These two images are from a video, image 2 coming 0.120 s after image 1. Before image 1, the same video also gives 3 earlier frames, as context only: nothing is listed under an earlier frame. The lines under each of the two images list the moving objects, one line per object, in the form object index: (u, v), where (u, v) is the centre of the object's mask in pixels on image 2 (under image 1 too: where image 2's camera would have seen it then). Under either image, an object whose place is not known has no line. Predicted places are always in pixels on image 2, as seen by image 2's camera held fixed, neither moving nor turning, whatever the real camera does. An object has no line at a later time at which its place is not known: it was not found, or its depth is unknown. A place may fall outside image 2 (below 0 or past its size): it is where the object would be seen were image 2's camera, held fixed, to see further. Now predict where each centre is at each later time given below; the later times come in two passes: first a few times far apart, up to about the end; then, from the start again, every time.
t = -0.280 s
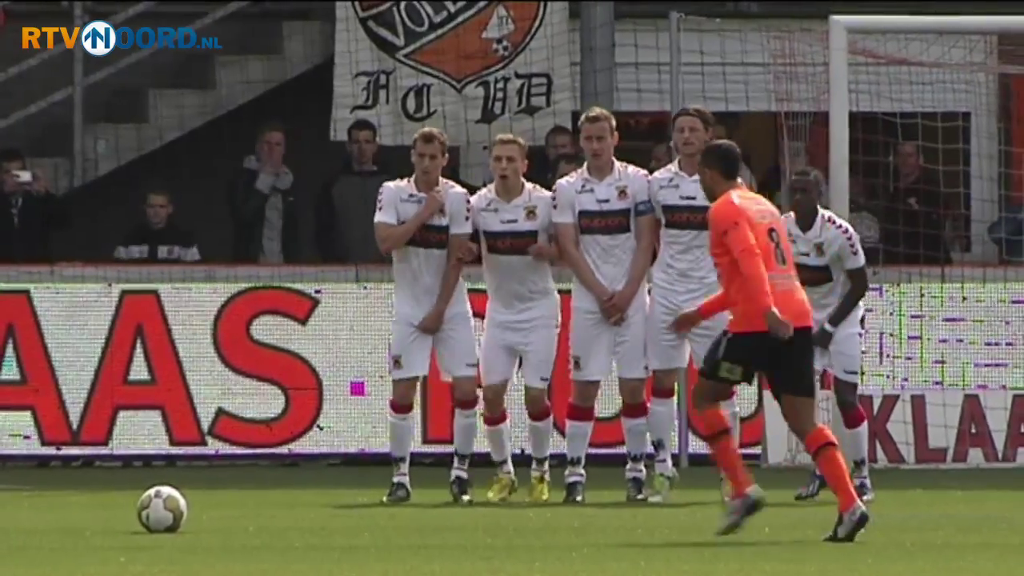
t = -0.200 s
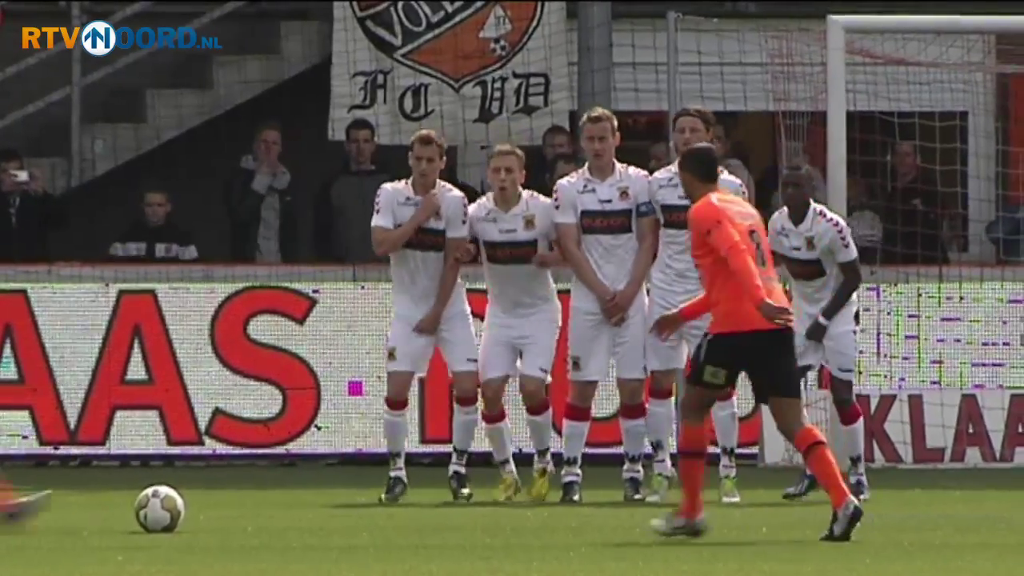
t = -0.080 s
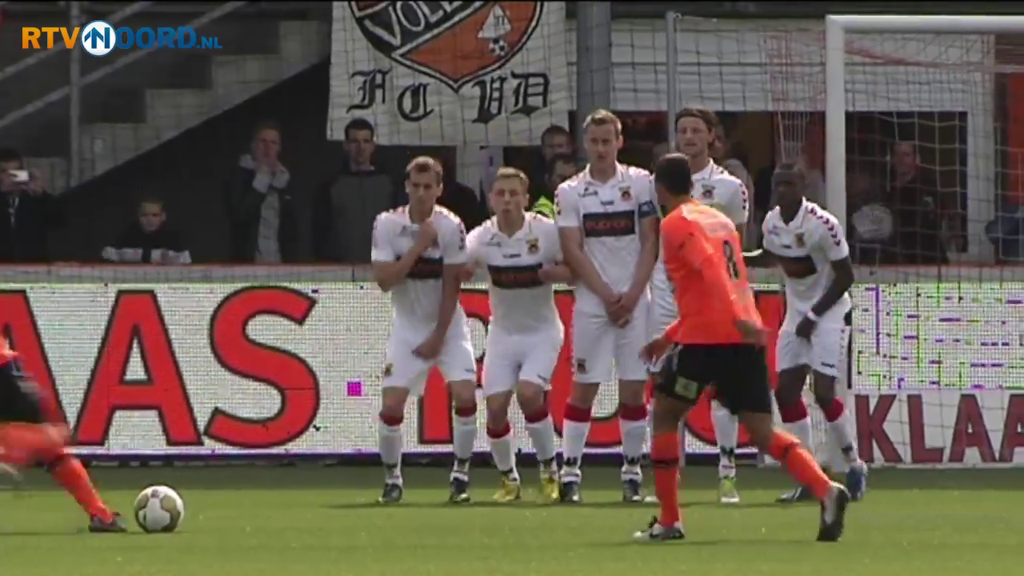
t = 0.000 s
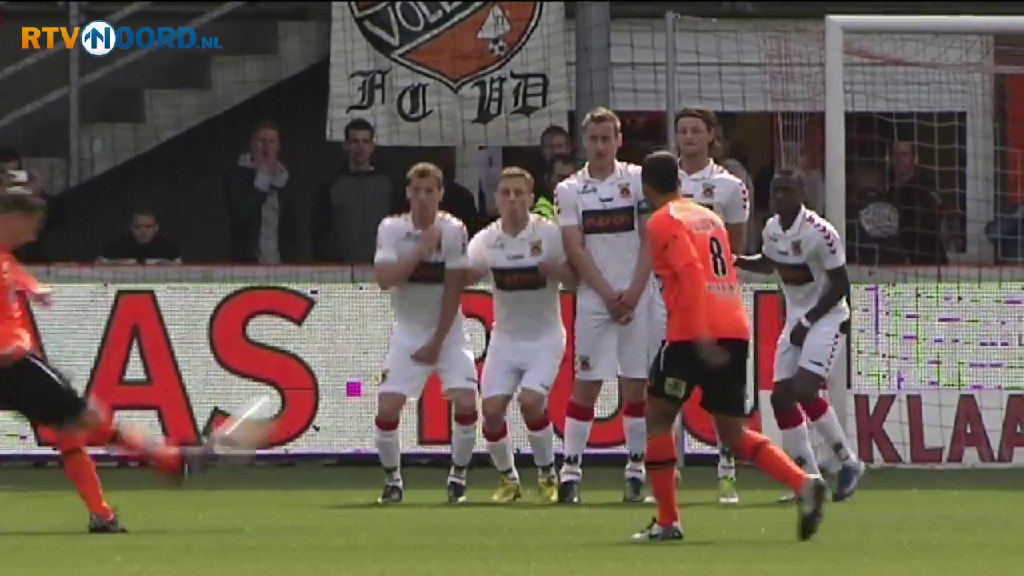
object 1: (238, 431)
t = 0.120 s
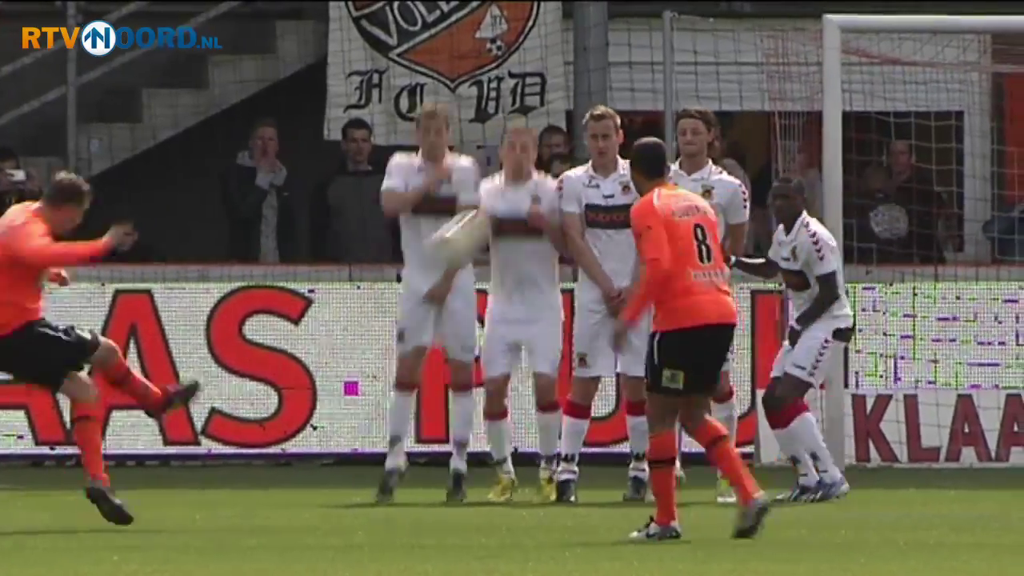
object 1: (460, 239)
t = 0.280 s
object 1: (657, 79)
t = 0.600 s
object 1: (835, 8)
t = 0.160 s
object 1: (518, 189)
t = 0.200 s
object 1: (564, 152)
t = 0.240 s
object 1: (614, 114)
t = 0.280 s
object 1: (657, 79)
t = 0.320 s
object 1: (692, 55)
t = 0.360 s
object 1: (723, 36)
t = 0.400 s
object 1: (751, 21)
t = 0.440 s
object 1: (774, 10)
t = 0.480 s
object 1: (794, 7)
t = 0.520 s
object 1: (810, 6)
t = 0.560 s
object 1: (825, 6)
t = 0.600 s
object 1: (835, 8)
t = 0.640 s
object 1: (843, 12)
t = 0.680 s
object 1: (848, 24)
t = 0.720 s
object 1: (853, 37)
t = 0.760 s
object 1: (852, 56)
